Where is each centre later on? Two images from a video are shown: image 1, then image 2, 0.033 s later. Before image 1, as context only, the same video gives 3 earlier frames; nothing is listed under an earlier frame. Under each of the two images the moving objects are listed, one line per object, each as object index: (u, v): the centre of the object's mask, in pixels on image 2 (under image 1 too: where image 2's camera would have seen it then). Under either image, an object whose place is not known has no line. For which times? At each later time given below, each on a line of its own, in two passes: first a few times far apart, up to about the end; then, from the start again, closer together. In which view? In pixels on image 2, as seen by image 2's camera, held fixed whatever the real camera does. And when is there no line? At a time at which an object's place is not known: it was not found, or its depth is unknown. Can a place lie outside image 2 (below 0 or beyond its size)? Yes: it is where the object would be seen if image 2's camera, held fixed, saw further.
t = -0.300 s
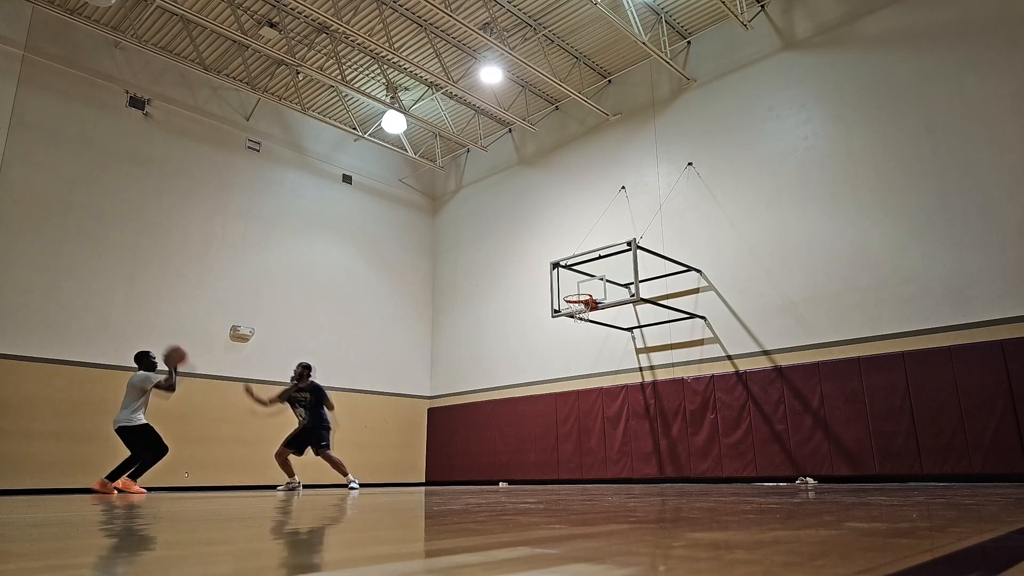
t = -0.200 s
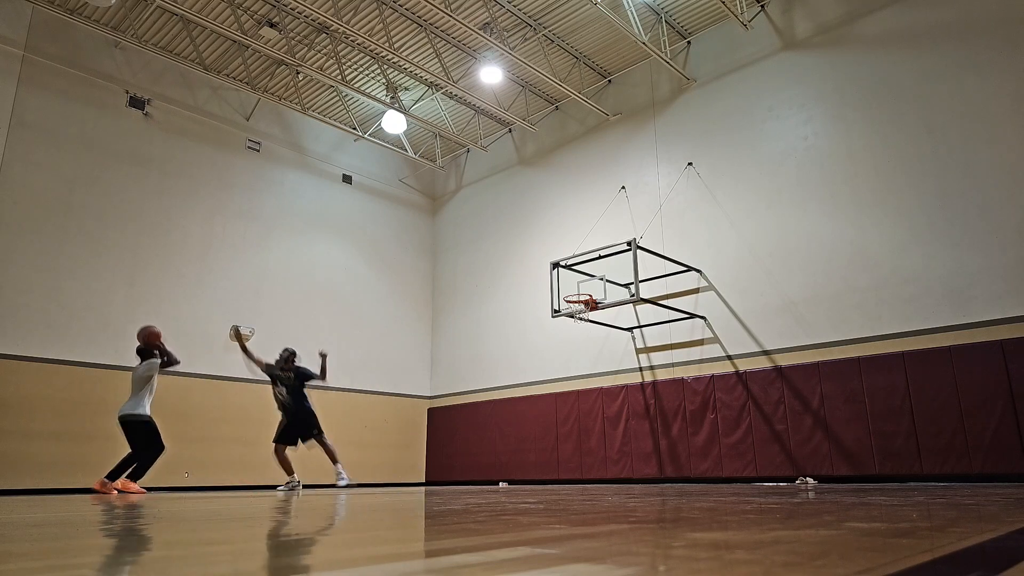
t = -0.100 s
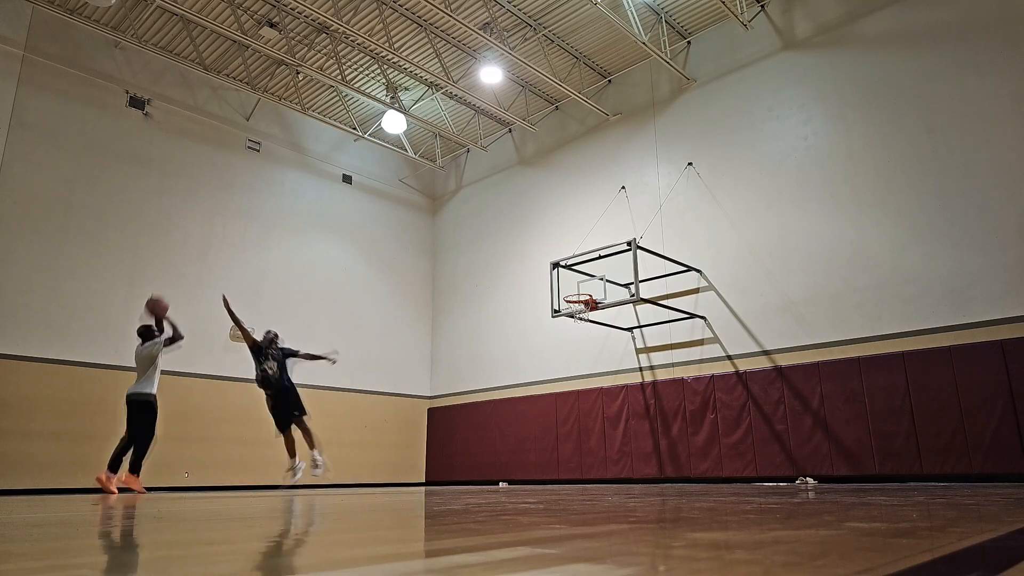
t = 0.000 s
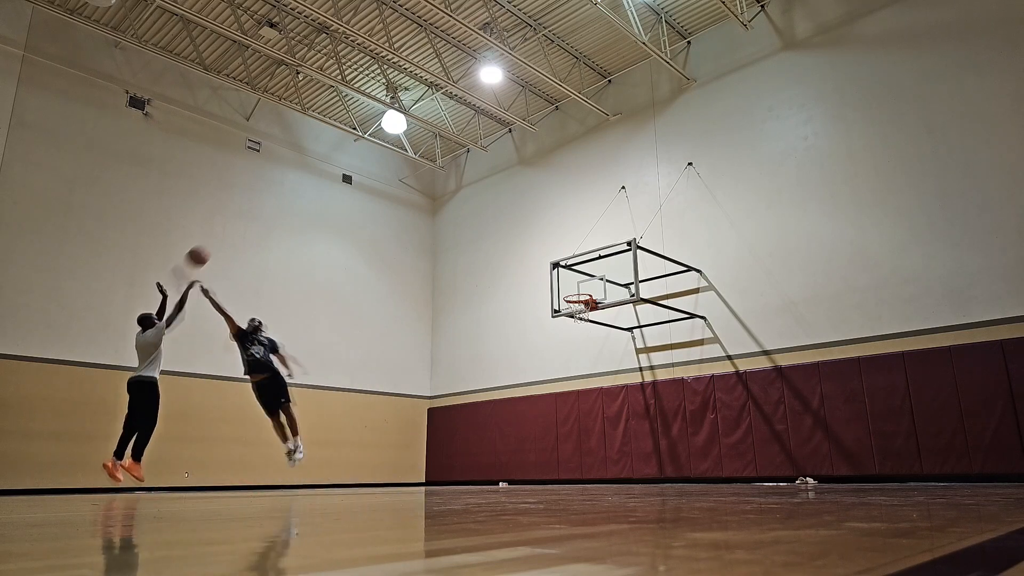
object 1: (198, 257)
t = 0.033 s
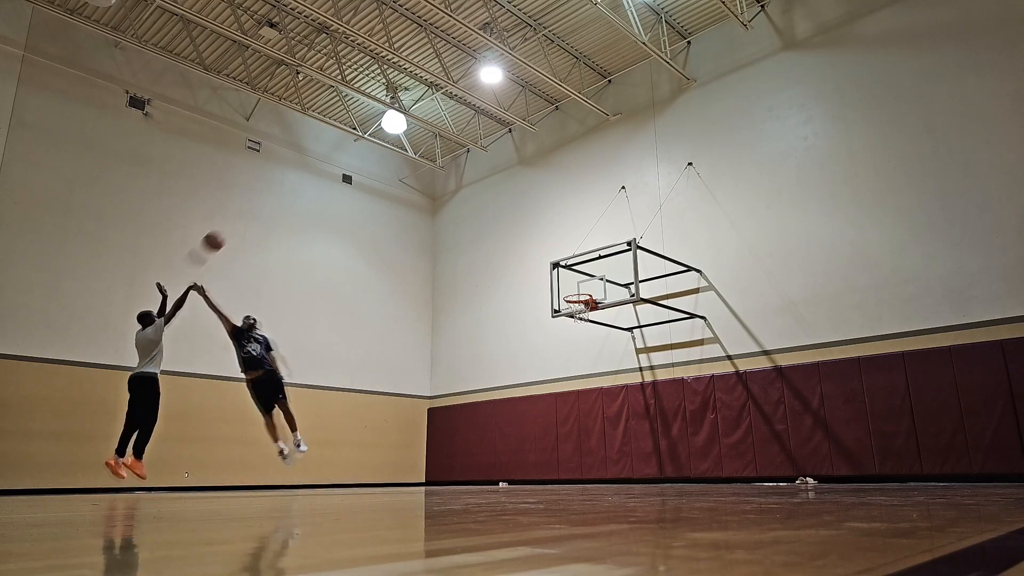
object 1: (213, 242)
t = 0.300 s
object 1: (320, 164)
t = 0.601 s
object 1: (410, 144)
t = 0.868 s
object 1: (474, 169)
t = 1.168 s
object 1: (536, 239)
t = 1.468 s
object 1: (595, 280)
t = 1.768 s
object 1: (628, 250)
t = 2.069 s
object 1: (650, 263)
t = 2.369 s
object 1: (678, 334)
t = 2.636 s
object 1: (710, 464)
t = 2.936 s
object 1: (745, 371)
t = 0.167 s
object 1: (270, 194)
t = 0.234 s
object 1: (296, 177)
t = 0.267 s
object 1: (308, 170)
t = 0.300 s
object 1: (320, 164)
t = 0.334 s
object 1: (331, 158)
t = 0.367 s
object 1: (342, 154)
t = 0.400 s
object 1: (352, 150)
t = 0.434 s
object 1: (362, 147)
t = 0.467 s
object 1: (372, 145)
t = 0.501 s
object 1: (382, 144)
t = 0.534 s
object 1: (391, 143)
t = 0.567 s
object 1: (400, 143)
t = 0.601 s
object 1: (410, 144)
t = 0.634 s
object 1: (418, 145)
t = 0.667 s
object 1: (427, 146)
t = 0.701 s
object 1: (435, 148)
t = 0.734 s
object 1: (444, 152)
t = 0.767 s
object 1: (451, 155)
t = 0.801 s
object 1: (459, 160)
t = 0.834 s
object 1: (466, 164)
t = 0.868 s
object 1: (474, 169)
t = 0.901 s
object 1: (481, 175)
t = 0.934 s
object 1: (488, 181)
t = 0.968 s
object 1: (496, 188)
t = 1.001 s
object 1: (503, 195)
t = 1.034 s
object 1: (510, 203)
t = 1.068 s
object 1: (517, 211)
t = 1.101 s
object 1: (523, 220)
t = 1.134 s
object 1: (530, 229)
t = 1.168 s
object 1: (536, 239)
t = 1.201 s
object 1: (544, 250)
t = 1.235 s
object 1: (550, 262)
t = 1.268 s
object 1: (555, 271)
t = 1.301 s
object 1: (563, 282)
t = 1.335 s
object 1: (569, 295)
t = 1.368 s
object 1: (577, 292)
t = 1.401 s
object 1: (585, 291)
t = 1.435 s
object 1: (590, 287)
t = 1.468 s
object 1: (595, 280)
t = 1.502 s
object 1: (599, 275)
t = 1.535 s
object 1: (603, 270)
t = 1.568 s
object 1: (607, 266)
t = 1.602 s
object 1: (612, 262)
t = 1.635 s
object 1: (616, 259)
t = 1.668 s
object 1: (620, 257)
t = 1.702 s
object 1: (623, 254)
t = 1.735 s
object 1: (625, 251)
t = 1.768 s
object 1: (628, 250)
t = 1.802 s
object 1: (630, 248)
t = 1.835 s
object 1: (632, 248)
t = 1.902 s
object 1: (637, 249)
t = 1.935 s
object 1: (639, 250)
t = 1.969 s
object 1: (641, 252)
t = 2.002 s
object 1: (644, 255)
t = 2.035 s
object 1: (647, 258)
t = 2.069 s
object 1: (650, 263)
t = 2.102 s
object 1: (653, 267)
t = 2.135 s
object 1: (656, 273)
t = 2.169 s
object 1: (658, 279)
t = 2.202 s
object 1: (662, 287)
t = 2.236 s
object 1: (665, 295)
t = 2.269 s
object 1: (668, 303)
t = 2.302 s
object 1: (671, 313)
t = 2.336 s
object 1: (675, 324)
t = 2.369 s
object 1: (678, 334)
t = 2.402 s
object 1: (682, 347)
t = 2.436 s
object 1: (686, 361)
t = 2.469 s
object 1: (690, 373)
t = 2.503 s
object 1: (693, 390)
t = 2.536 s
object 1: (697, 407)
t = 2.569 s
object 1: (701, 424)
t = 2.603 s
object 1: (705, 444)
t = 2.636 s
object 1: (710, 464)
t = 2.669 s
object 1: (716, 473)
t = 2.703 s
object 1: (717, 458)
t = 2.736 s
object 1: (722, 442)
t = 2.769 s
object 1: (726, 428)
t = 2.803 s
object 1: (728, 414)
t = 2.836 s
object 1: (732, 402)
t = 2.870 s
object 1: (736, 389)
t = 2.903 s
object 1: (740, 379)
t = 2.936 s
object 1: (745, 371)
